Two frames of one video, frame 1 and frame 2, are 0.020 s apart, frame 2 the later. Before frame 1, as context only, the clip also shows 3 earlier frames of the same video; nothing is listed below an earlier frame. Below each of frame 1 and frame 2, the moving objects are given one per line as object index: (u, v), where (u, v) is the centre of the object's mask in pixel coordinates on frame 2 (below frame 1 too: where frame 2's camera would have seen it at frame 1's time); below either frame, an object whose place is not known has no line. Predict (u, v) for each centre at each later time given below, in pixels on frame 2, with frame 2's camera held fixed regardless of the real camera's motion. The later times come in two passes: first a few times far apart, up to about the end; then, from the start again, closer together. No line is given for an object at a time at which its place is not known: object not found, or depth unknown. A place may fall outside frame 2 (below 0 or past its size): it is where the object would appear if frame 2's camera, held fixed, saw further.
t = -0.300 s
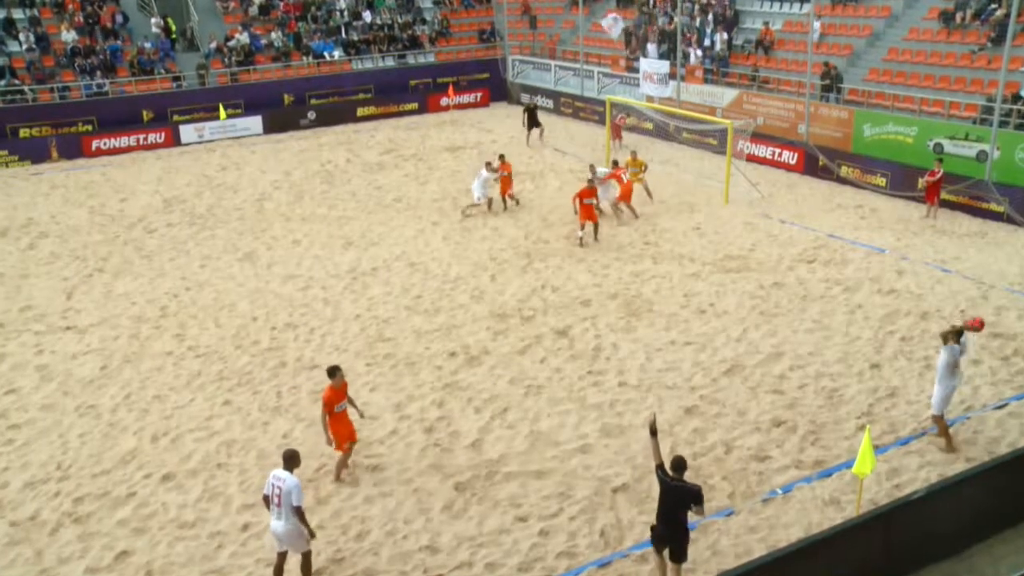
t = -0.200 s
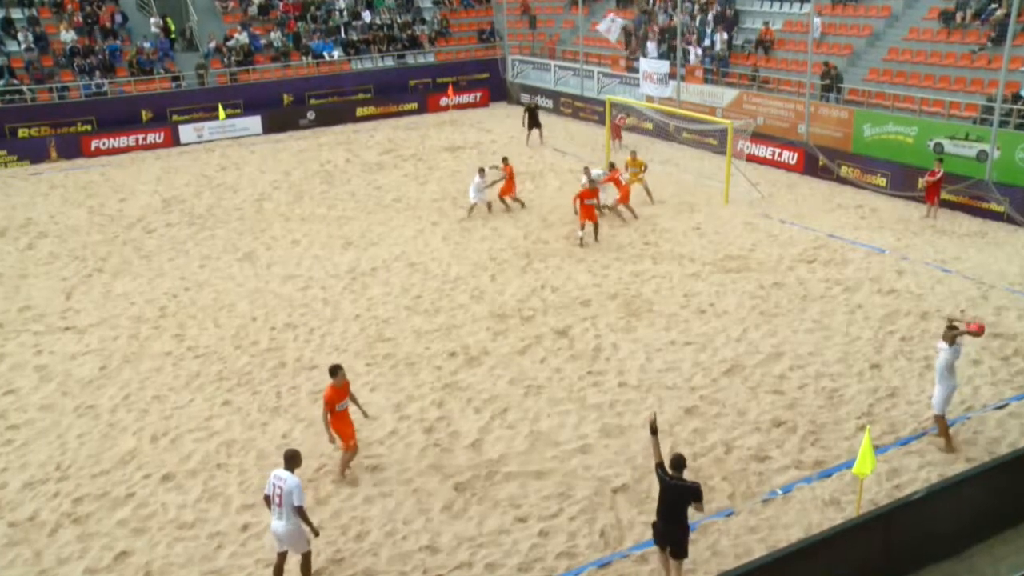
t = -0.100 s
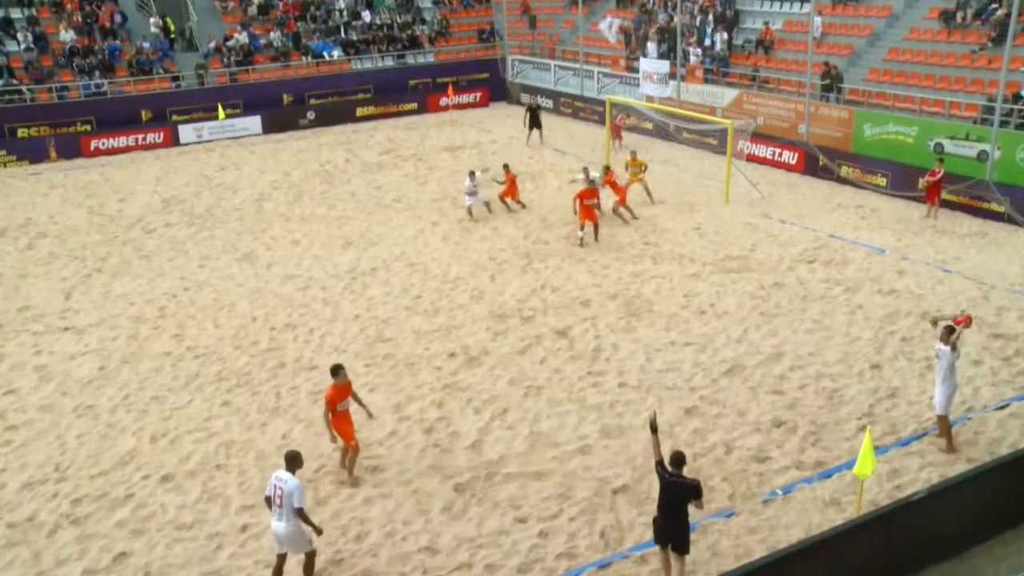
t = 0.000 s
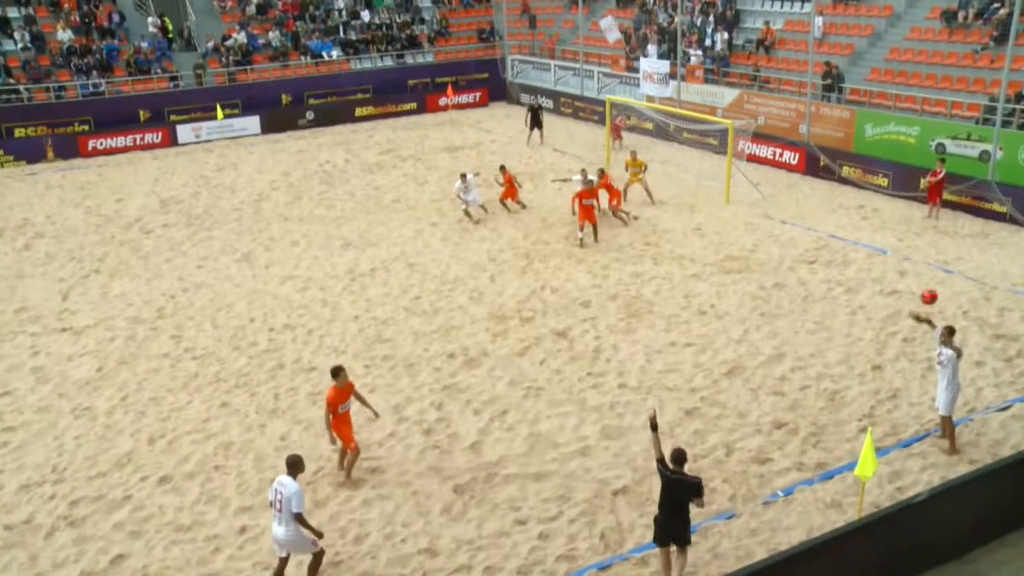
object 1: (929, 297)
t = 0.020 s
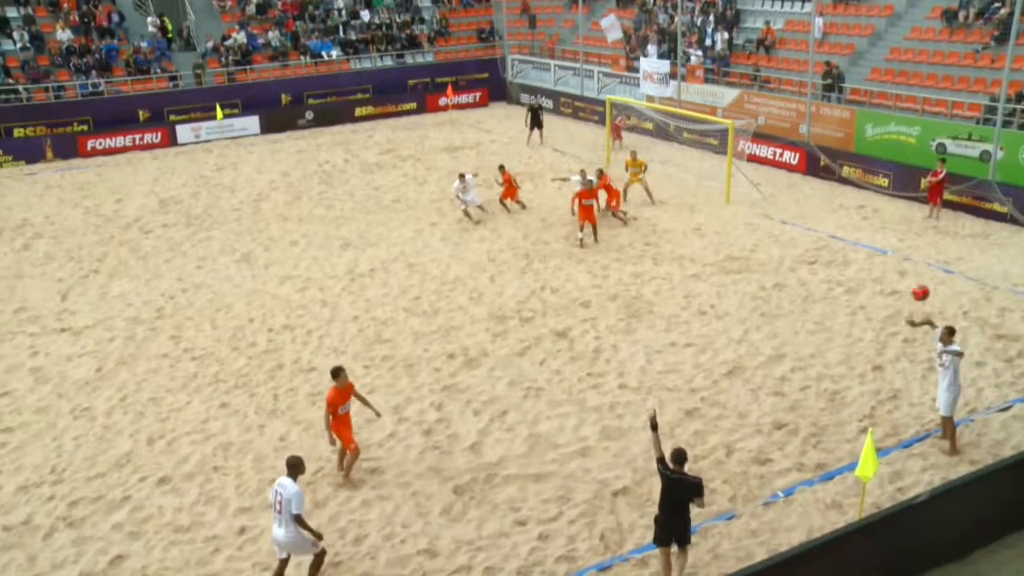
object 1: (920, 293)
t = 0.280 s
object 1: (798, 262)
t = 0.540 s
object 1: (663, 286)
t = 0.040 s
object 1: (911, 289)
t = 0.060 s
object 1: (903, 285)
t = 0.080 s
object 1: (894, 282)
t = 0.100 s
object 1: (884, 278)
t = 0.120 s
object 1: (876, 275)
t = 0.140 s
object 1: (866, 273)
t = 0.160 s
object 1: (856, 270)
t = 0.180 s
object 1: (847, 268)
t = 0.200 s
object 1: (838, 267)
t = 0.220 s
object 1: (828, 265)
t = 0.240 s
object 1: (818, 264)
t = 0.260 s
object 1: (808, 263)
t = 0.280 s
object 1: (798, 262)
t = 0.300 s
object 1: (788, 262)
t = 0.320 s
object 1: (777, 262)
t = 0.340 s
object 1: (767, 263)
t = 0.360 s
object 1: (757, 264)
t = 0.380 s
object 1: (747, 265)
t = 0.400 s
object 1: (737, 266)
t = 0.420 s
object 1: (726, 268)
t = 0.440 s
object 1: (716, 270)
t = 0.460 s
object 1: (704, 273)
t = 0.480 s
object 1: (695, 276)
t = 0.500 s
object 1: (684, 278)
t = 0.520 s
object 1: (673, 283)
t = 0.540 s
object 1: (663, 286)
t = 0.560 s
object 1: (652, 290)
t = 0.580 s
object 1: (641, 295)
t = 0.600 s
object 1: (631, 299)
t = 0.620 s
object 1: (620, 304)
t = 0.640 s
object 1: (609, 310)
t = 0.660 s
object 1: (598, 316)
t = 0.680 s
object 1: (587, 321)
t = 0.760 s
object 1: (544, 349)
